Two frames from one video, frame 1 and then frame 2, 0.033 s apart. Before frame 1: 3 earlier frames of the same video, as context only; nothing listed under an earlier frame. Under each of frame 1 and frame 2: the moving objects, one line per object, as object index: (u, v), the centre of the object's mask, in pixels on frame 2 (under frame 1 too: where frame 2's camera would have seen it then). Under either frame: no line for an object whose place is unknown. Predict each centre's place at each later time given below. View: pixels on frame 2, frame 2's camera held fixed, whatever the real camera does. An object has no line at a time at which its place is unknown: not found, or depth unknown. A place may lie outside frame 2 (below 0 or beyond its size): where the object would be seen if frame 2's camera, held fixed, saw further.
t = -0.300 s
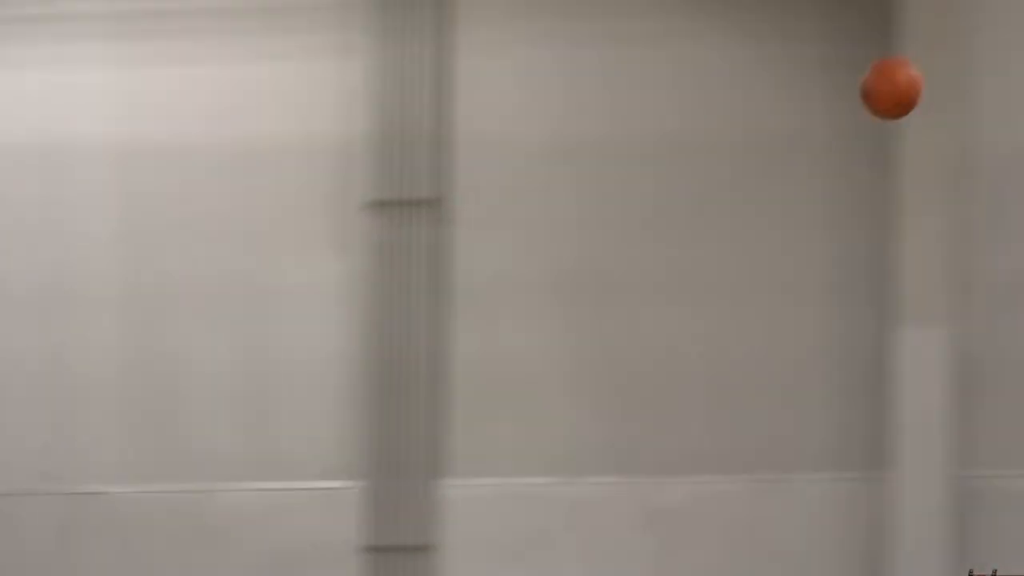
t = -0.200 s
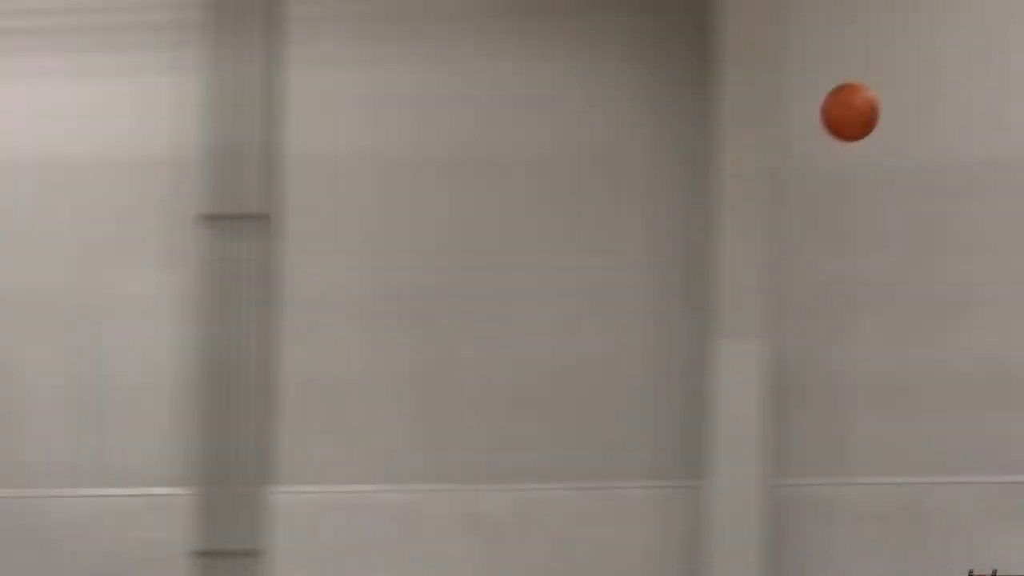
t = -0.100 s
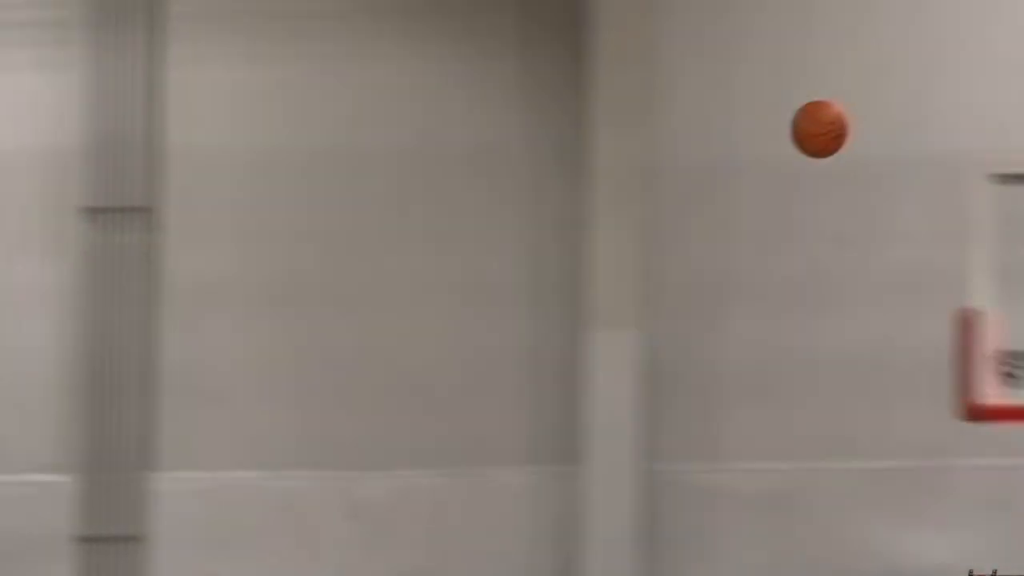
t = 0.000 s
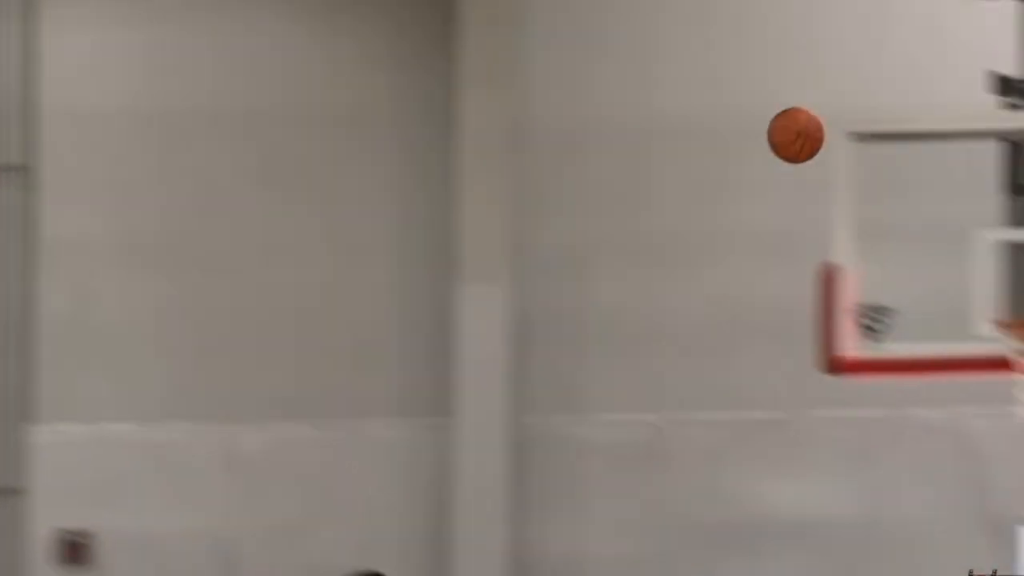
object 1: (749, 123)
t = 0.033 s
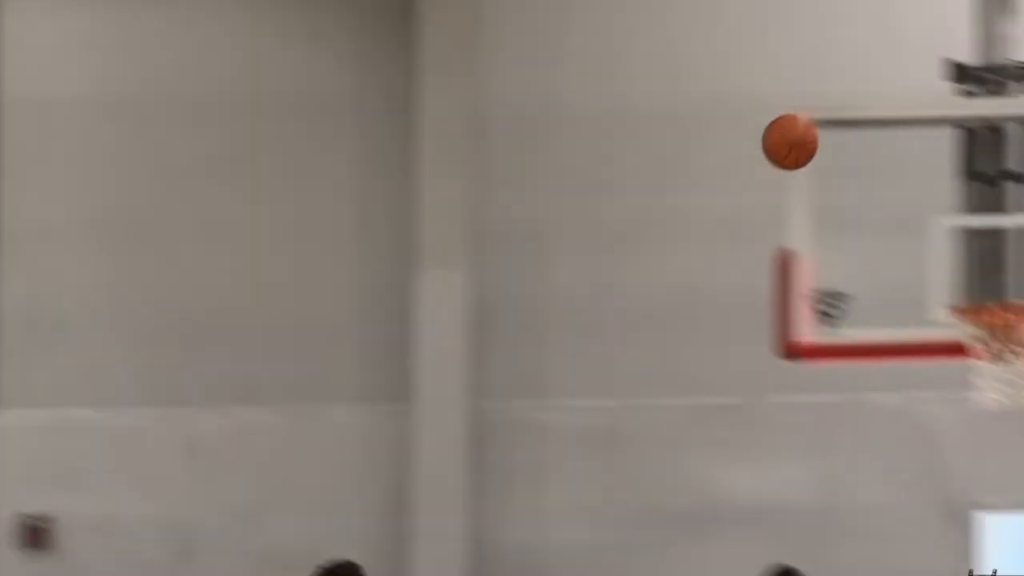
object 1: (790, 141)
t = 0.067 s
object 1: (829, 164)
